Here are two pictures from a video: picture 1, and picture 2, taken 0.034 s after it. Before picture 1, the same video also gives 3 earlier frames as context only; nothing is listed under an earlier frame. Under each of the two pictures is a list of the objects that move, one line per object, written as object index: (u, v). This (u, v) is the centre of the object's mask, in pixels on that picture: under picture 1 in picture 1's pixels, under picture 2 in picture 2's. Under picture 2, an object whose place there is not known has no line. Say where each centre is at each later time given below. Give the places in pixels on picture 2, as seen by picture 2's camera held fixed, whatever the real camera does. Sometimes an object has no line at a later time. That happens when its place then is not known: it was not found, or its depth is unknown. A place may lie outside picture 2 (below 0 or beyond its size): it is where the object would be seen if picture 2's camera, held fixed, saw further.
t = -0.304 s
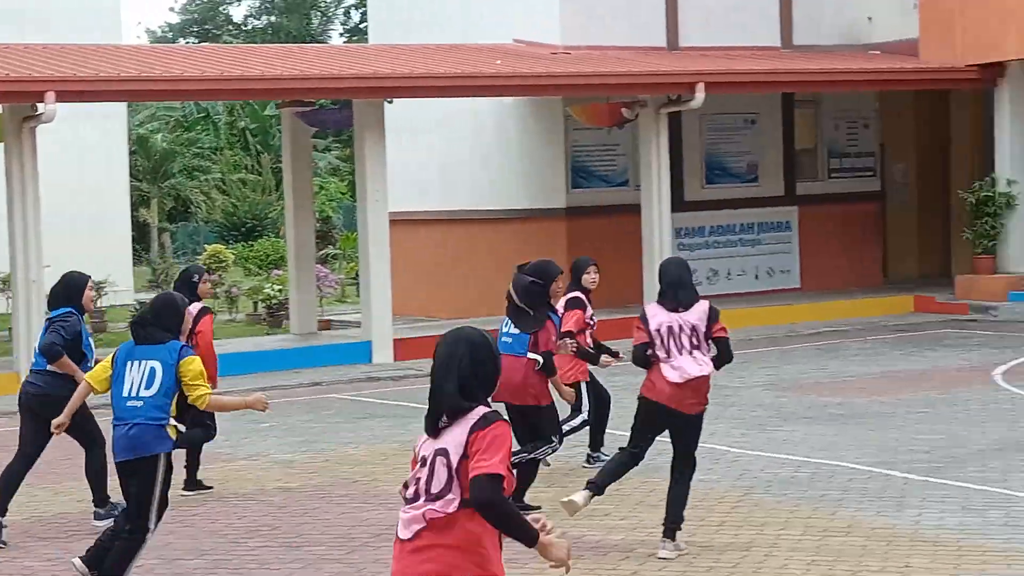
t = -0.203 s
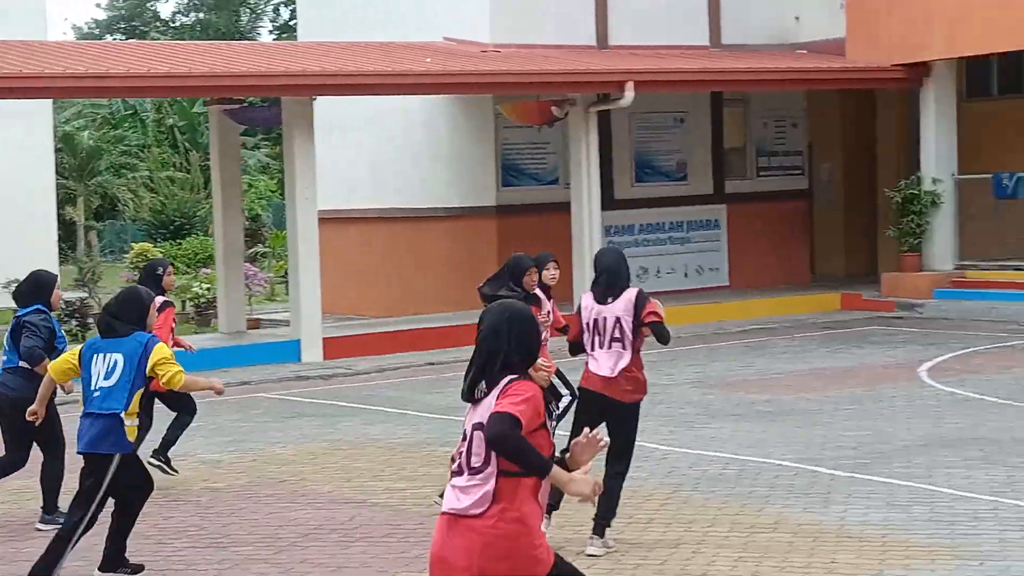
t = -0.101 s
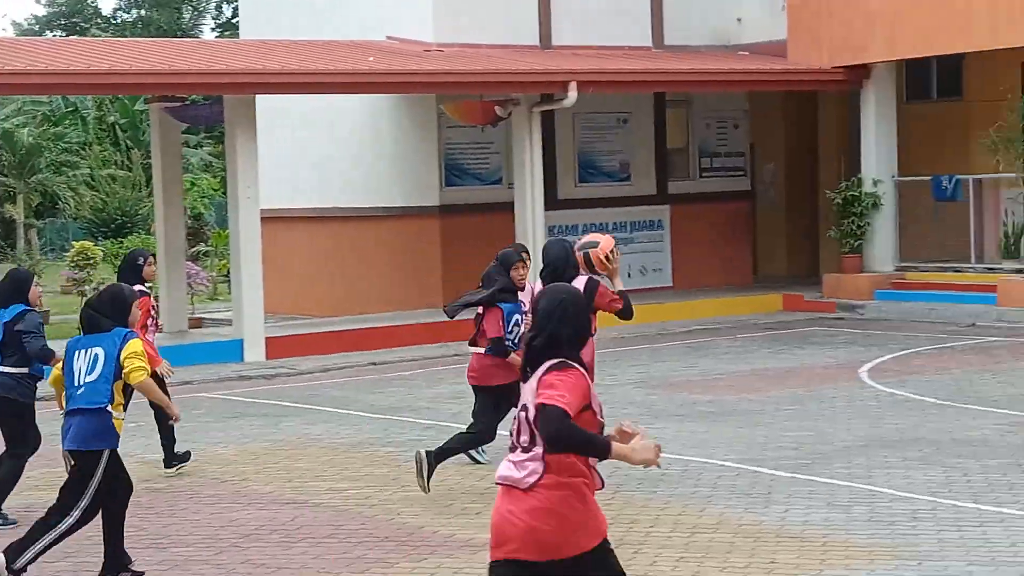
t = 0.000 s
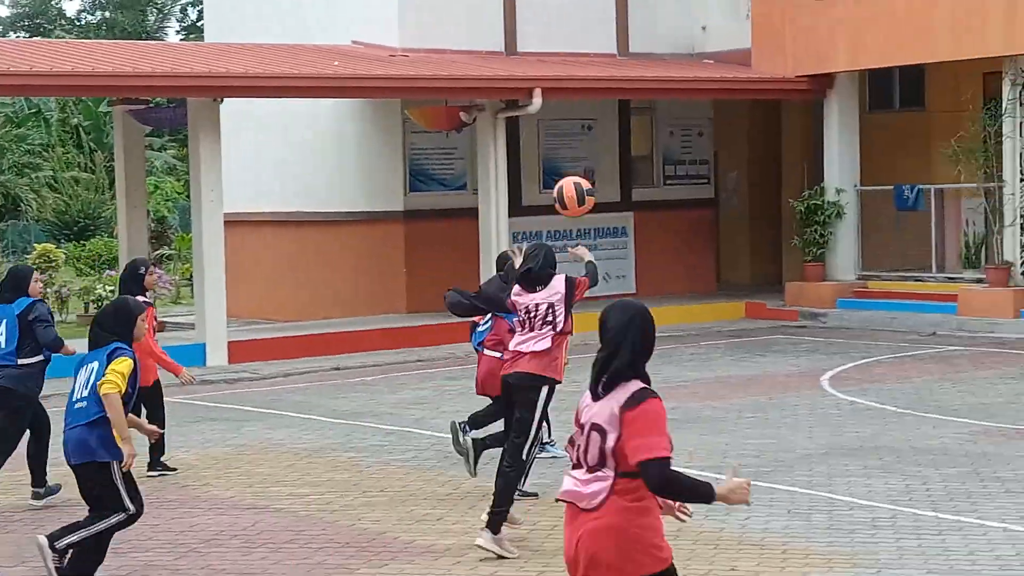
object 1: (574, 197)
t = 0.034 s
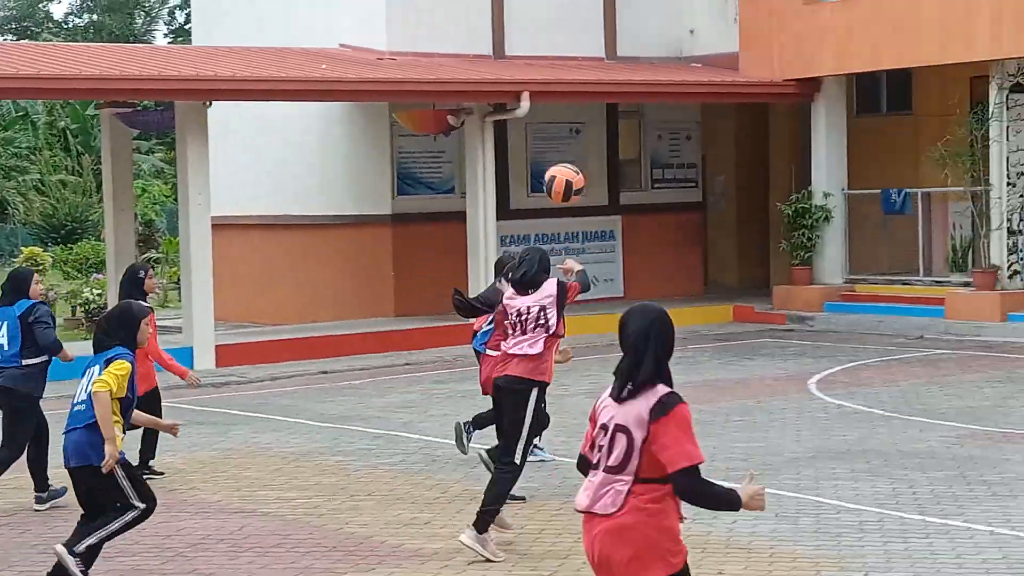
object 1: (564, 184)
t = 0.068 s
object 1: (567, 170)
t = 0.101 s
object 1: (570, 158)
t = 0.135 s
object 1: (571, 148)
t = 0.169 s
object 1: (573, 140)
